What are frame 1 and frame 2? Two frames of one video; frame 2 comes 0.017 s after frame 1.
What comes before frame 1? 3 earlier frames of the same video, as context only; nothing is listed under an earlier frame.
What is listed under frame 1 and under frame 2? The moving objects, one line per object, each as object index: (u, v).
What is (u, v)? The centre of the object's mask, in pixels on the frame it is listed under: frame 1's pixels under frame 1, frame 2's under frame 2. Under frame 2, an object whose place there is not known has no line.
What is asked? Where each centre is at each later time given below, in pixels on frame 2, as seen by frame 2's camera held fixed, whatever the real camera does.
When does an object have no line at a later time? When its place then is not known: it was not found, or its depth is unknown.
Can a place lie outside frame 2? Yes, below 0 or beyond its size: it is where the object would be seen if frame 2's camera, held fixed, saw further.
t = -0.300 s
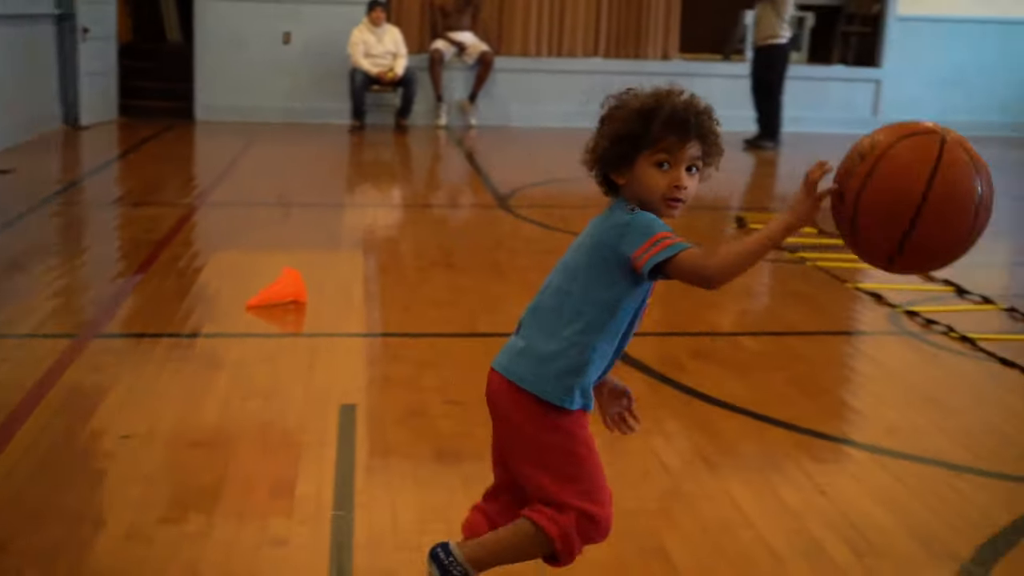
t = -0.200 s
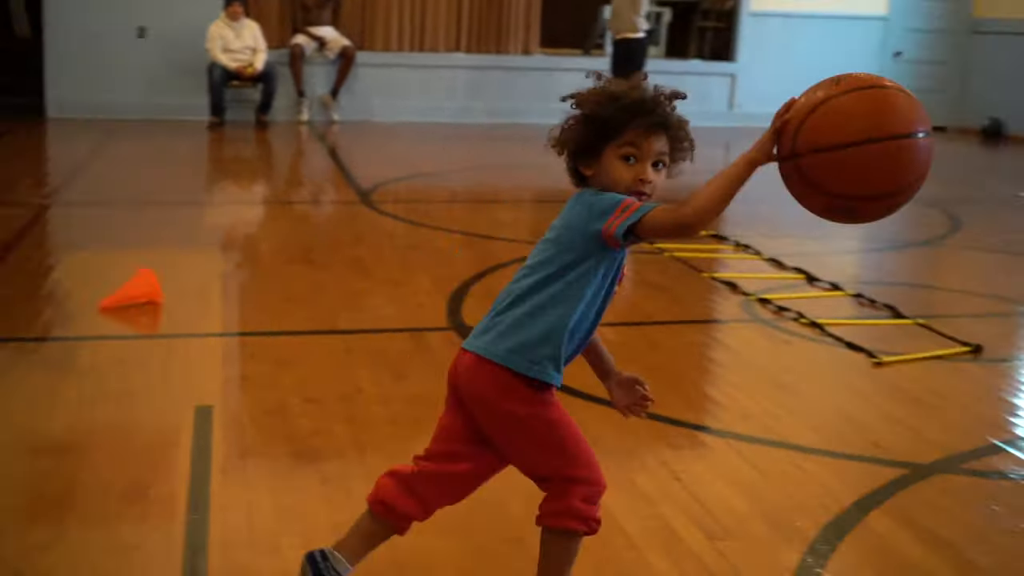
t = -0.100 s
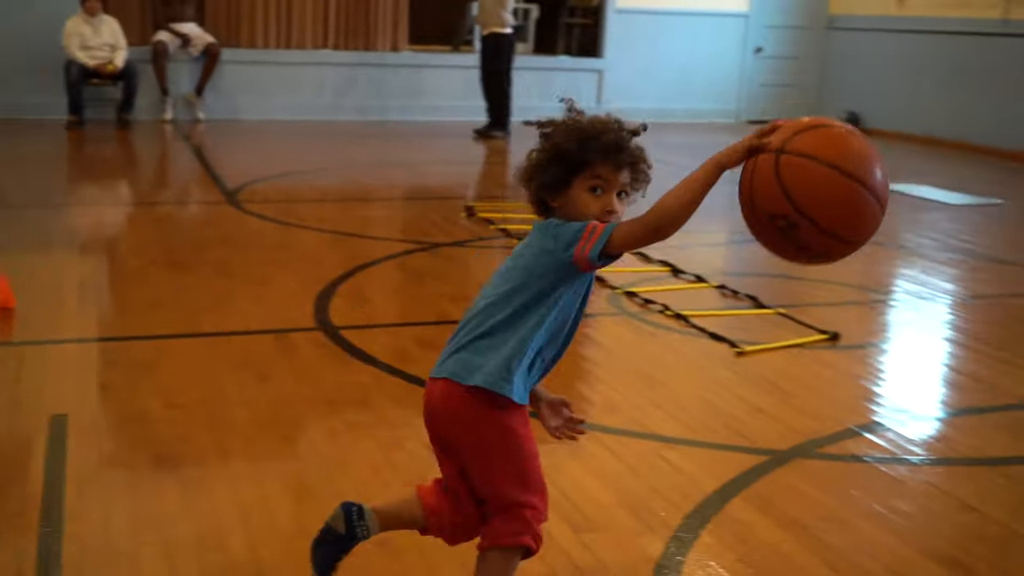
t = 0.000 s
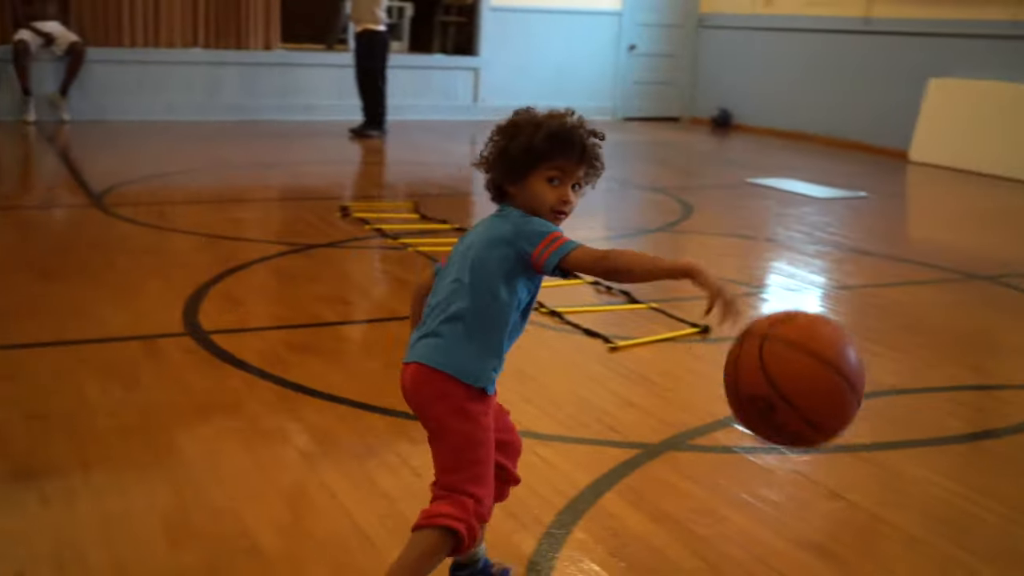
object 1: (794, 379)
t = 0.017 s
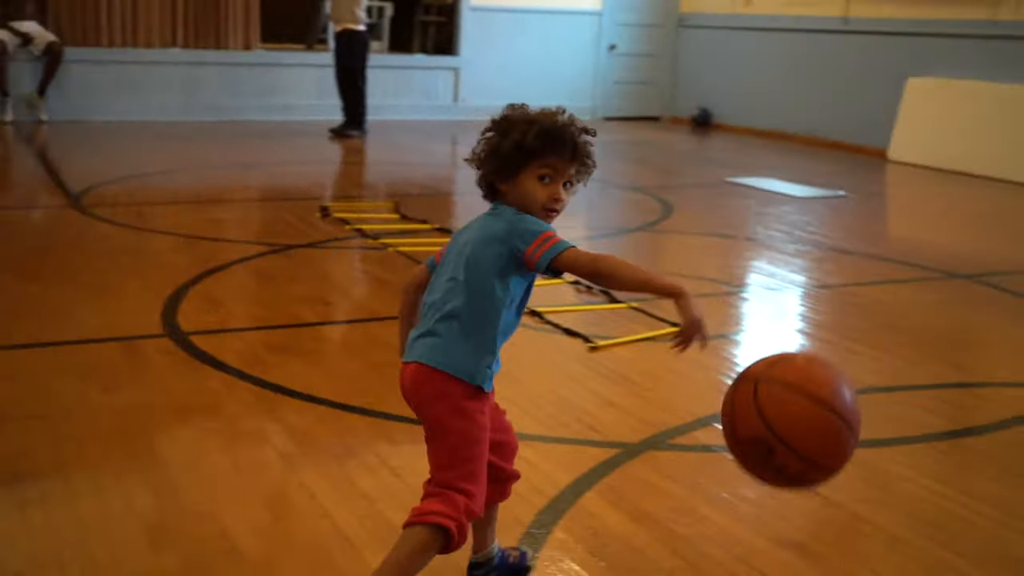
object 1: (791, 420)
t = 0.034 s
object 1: (811, 463)
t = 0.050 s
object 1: (831, 506)
